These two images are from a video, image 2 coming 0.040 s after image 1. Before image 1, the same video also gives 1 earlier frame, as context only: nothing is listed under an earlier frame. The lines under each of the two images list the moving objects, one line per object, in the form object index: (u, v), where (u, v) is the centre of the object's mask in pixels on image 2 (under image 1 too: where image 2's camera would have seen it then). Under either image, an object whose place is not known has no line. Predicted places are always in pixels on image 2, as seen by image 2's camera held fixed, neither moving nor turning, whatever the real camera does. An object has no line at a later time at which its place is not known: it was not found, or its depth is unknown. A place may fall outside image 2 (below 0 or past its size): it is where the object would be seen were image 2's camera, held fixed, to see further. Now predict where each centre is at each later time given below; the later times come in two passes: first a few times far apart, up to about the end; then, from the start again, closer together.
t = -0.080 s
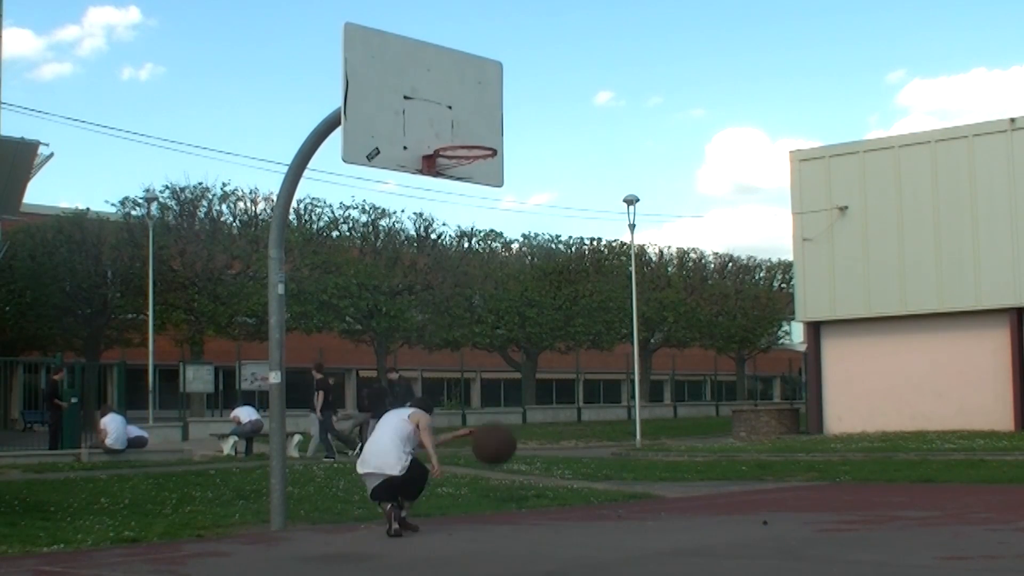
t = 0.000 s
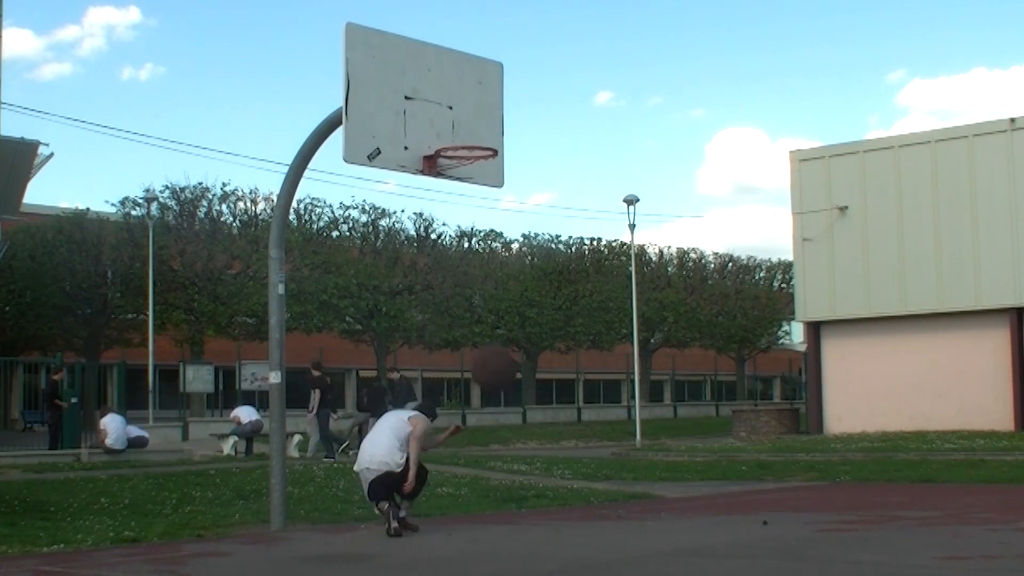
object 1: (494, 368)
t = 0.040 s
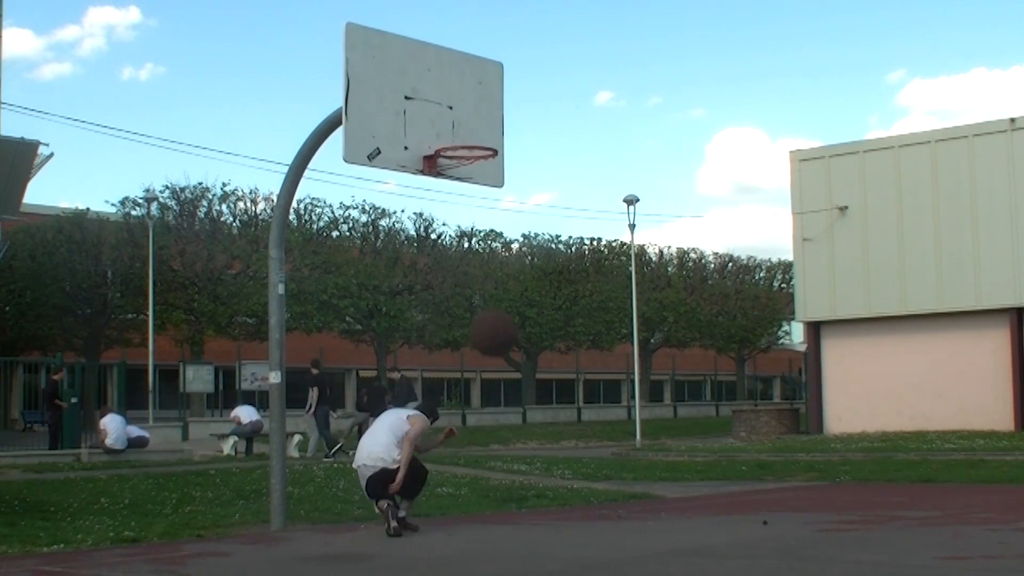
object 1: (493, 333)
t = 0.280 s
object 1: (496, 164)
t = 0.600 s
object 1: (505, 95)
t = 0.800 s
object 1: (517, 203)
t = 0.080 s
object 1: (494, 301)
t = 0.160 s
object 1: (494, 239)
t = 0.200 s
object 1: (495, 212)
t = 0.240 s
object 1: (495, 187)
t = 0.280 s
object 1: (496, 164)
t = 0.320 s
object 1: (496, 144)
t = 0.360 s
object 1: (497, 127)
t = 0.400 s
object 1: (498, 113)
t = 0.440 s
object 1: (499, 102)
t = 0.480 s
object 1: (500, 94)
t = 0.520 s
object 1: (502, 90)
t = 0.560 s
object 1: (503, 90)
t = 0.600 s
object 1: (505, 95)
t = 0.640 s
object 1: (507, 104)
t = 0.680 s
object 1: (509, 119)
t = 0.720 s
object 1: (511, 140)
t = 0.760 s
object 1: (514, 167)
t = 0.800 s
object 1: (517, 203)
